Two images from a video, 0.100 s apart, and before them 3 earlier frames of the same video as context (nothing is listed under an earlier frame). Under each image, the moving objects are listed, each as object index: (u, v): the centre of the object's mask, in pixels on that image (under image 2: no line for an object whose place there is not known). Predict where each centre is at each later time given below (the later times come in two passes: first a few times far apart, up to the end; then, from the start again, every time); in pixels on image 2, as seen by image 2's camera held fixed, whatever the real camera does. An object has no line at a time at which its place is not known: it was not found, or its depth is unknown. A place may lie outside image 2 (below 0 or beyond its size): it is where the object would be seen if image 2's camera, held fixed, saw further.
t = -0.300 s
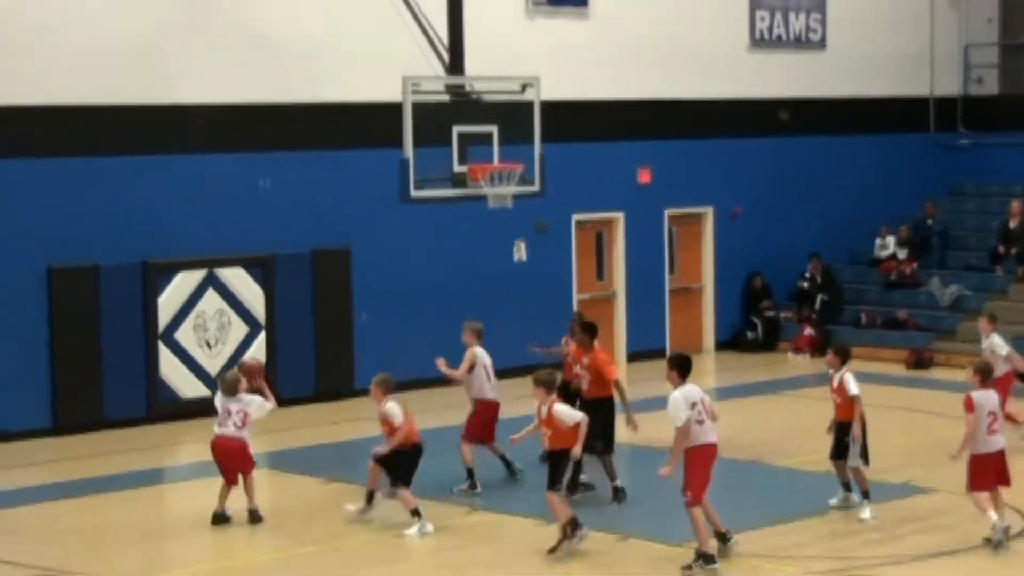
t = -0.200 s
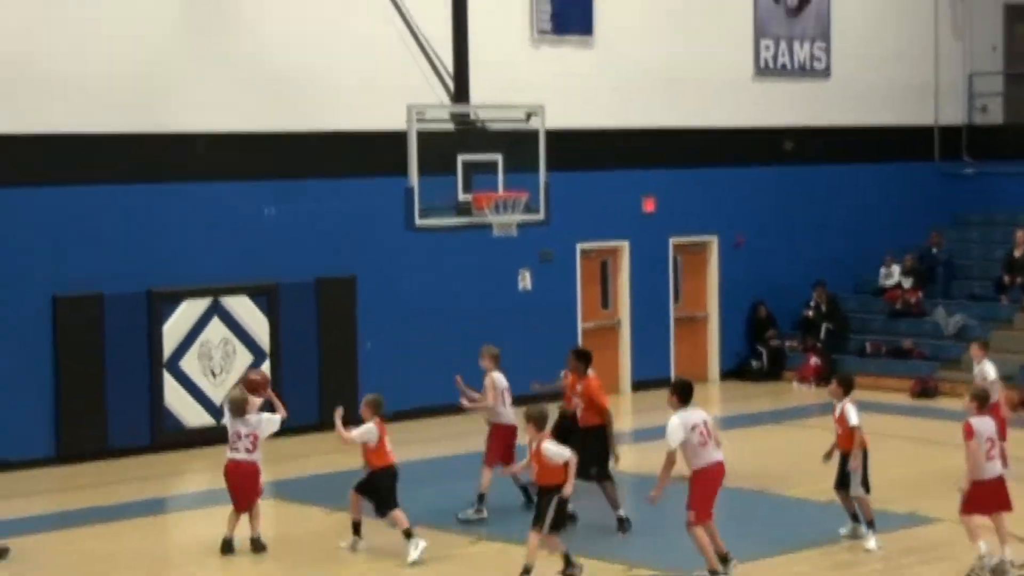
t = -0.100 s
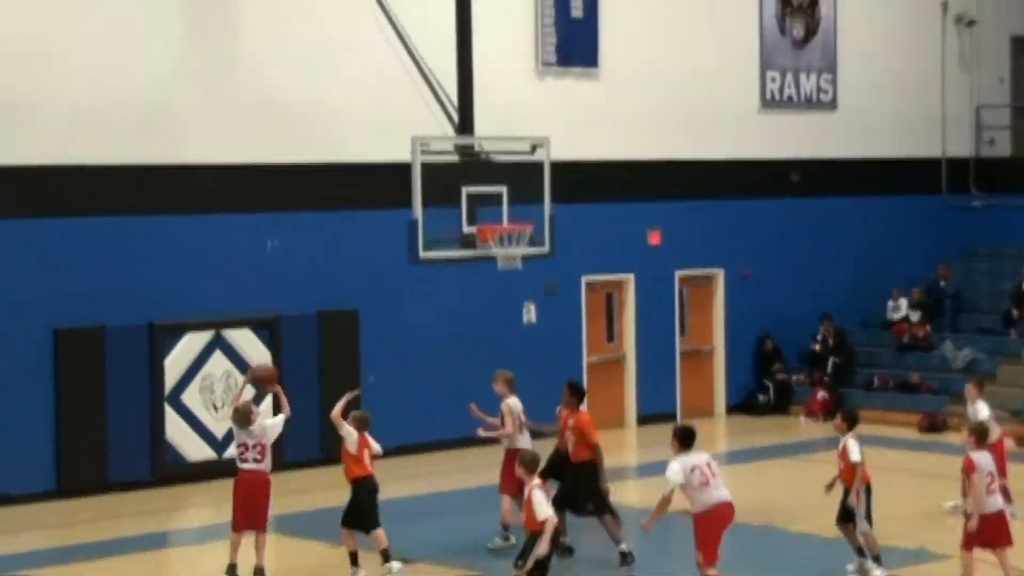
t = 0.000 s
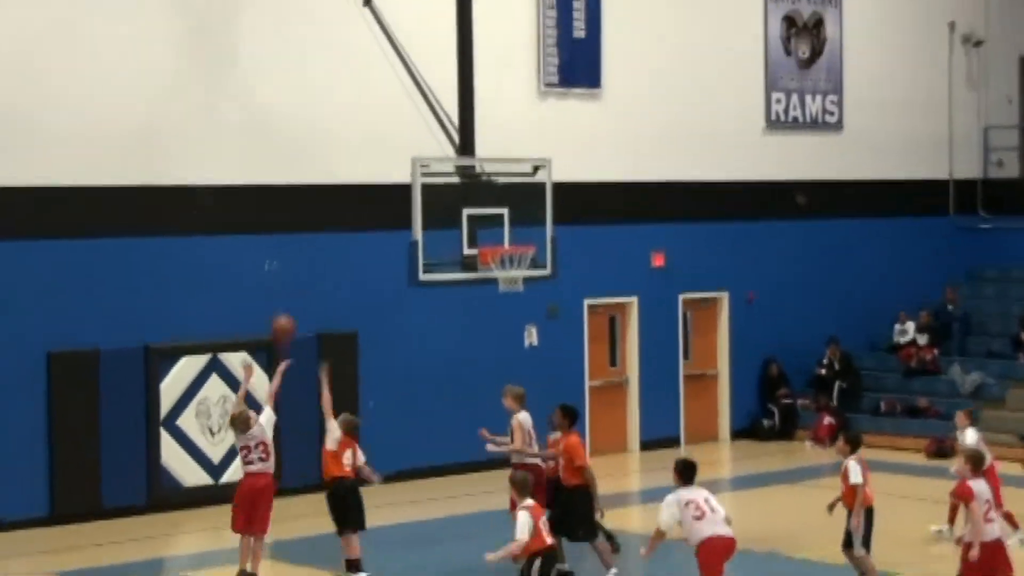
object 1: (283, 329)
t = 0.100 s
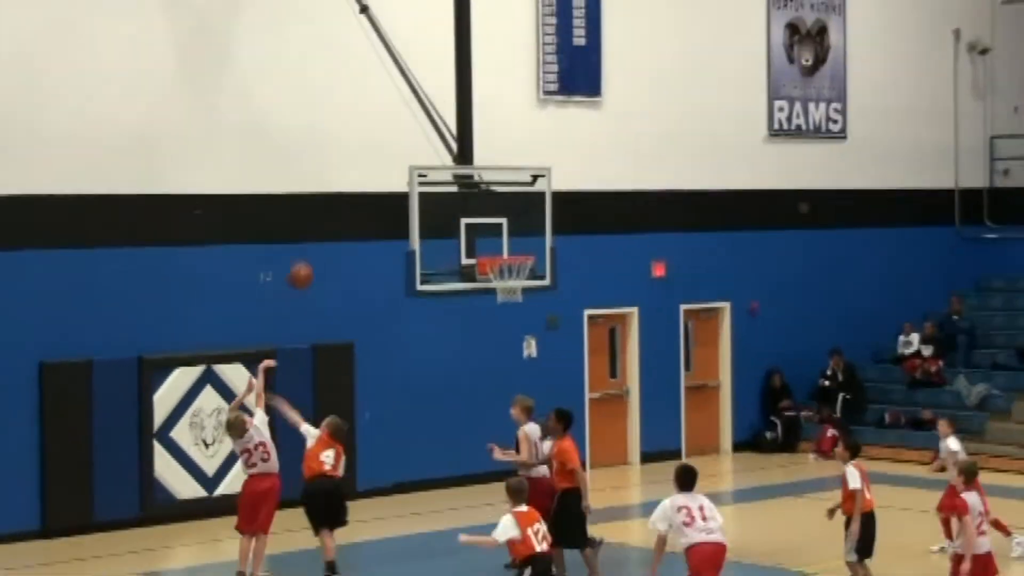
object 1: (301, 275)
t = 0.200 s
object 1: (322, 226)
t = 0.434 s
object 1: (371, 154)
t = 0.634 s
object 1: (412, 141)
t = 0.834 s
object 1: (450, 168)
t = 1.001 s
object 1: (481, 217)
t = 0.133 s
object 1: (308, 256)
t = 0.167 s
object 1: (315, 240)
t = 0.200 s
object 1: (322, 226)
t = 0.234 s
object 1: (329, 213)
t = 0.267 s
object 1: (336, 201)
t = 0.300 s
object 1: (343, 189)
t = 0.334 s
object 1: (350, 177)
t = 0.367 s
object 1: (357, 168)
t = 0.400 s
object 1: (364, 161)
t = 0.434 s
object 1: (371, 154)
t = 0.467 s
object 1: (378, 149)
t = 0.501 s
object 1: (384, 145)
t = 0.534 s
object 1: (391, 142)
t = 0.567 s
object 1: (398, 140)
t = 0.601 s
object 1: (405, 140)
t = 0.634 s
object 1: (412, 141)
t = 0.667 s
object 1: (418, 142)
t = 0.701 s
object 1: (424, 145)
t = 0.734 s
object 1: (431, 150)
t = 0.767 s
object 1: (437, 154)
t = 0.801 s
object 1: (444, 160)
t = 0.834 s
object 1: (450, 168)
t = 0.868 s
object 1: (456, 175)
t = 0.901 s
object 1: (463, 184)
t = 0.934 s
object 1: (468, 194)
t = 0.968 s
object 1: (474, 205)
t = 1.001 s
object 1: (481, 217)
